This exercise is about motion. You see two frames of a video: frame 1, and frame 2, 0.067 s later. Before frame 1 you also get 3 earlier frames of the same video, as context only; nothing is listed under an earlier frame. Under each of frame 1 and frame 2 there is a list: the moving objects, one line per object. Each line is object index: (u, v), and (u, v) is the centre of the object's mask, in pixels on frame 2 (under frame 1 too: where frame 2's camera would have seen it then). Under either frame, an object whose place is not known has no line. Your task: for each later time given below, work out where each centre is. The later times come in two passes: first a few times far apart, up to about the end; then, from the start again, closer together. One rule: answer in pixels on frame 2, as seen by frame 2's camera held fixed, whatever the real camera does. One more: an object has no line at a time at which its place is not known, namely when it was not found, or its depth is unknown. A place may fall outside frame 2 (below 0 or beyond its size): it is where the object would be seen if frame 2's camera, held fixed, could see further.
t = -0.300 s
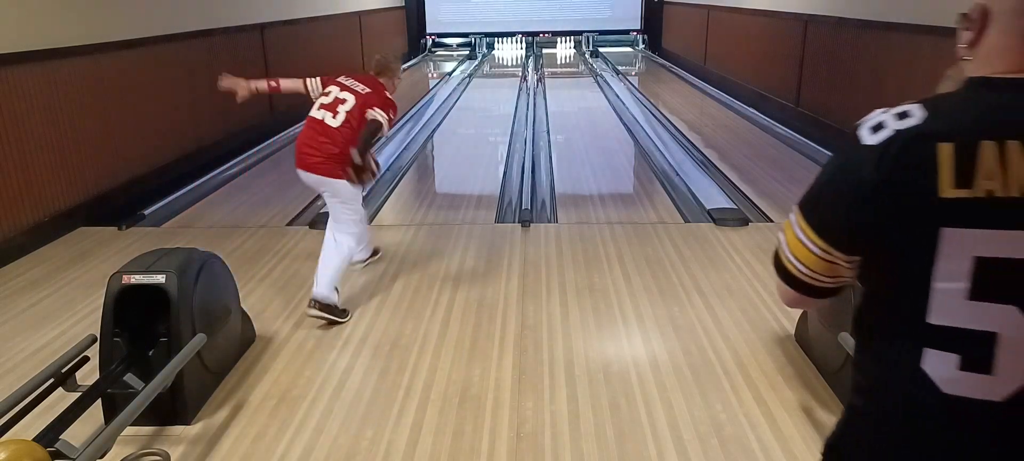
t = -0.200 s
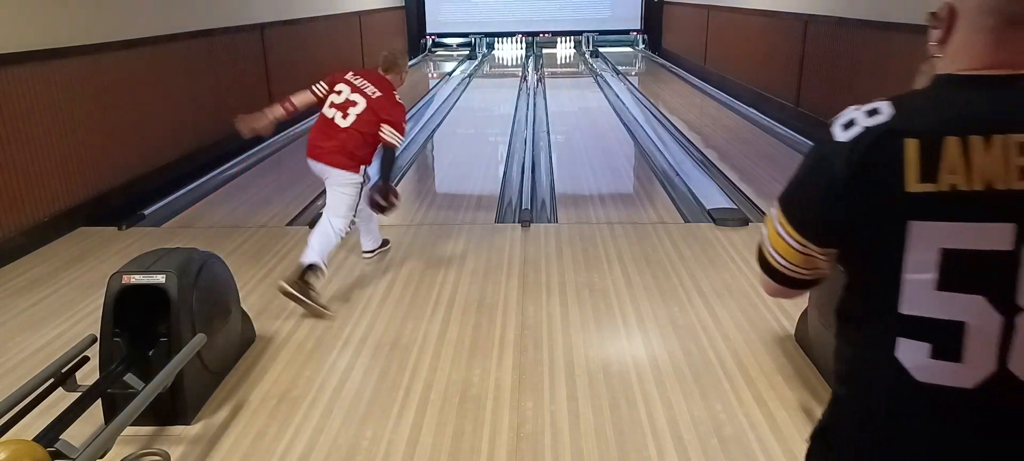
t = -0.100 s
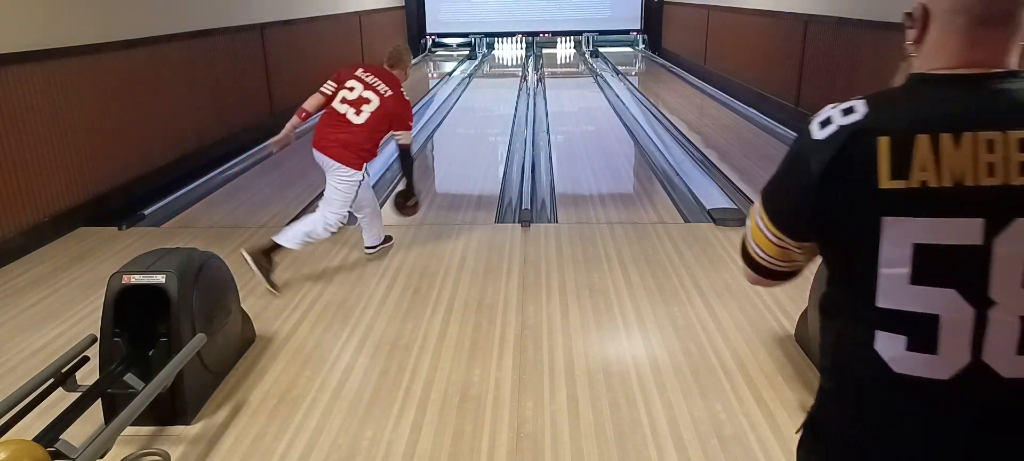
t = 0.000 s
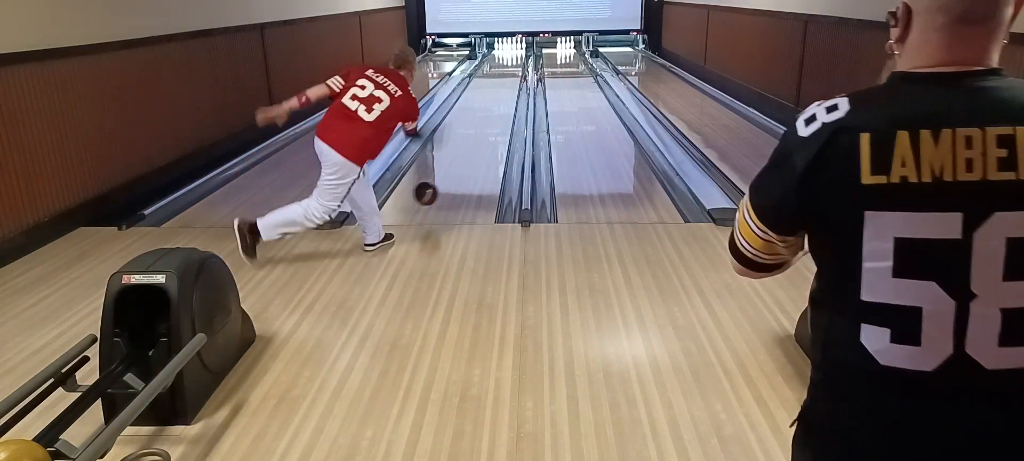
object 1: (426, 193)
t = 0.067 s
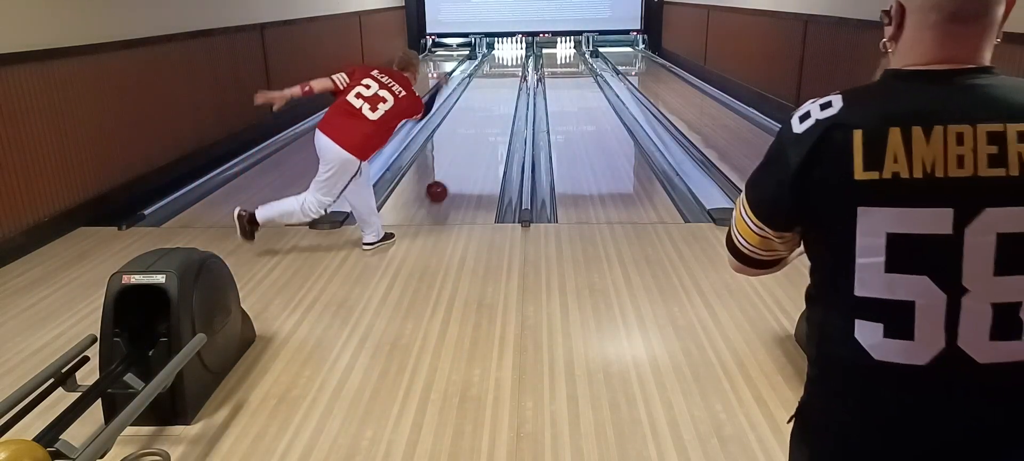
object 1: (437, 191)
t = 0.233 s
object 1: (456, 161)
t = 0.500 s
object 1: (477, 128)
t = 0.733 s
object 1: (490, 109)
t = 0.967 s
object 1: (499, 94)
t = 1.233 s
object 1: (506, 81)
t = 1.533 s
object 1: (512, 70)
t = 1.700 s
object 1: (514, 64)
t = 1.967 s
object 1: (515, 58)
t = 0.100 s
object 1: (442, 185)
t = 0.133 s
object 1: (446, 178)
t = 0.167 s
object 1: (449, 172)
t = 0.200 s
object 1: (453, 166)
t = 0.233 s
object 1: (456, 161)
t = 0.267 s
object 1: (460, 156)
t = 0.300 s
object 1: (463, 152)
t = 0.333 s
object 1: (465, 147)
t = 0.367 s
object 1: (468, 143)
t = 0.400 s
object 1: (471, 139)
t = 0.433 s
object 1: (473, 135)
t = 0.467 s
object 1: (475, 132)
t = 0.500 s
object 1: (477, 128)
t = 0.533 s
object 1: (479, 125)
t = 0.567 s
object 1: (482, 122)
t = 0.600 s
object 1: (483, 119)
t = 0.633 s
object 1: (485, 116)
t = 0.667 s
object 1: (487, 114)
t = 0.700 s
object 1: (488, 111)
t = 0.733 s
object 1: (490, 109)
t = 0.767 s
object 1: (491, 106)
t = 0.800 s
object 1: (493, 104)
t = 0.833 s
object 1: (494, 102)
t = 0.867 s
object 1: (495, 100)
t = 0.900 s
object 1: (496, 98)
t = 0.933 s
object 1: (497, 96)
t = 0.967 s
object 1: (499, 94)
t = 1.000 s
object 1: (500, 92)
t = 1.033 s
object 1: (501, 90)
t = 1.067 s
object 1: (502, 88)
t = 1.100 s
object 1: (502, 87)
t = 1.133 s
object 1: (503, 85)
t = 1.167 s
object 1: (504, 83)
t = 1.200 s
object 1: (505, 82)
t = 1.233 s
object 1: (506, 81)
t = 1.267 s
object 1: (506, 79)
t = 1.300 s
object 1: (507, 78)
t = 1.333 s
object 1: (508, 77)
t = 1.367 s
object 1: (509, 75)
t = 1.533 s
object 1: (512, 70)
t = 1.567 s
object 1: (512, 68)
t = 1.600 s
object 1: (512, 67)
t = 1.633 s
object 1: (513, 66)
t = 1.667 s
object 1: (513, 65)
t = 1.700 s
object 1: (514, 64)
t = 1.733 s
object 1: (514, 63)
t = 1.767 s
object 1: (514, 63)
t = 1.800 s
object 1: (514, 62)
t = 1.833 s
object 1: (515, 61)
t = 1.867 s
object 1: (515, 60)
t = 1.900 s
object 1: (515, 59)
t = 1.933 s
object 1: (515, 59)
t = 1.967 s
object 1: (515, 58)
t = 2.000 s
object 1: (515, 57)
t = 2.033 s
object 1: (515, 57)
